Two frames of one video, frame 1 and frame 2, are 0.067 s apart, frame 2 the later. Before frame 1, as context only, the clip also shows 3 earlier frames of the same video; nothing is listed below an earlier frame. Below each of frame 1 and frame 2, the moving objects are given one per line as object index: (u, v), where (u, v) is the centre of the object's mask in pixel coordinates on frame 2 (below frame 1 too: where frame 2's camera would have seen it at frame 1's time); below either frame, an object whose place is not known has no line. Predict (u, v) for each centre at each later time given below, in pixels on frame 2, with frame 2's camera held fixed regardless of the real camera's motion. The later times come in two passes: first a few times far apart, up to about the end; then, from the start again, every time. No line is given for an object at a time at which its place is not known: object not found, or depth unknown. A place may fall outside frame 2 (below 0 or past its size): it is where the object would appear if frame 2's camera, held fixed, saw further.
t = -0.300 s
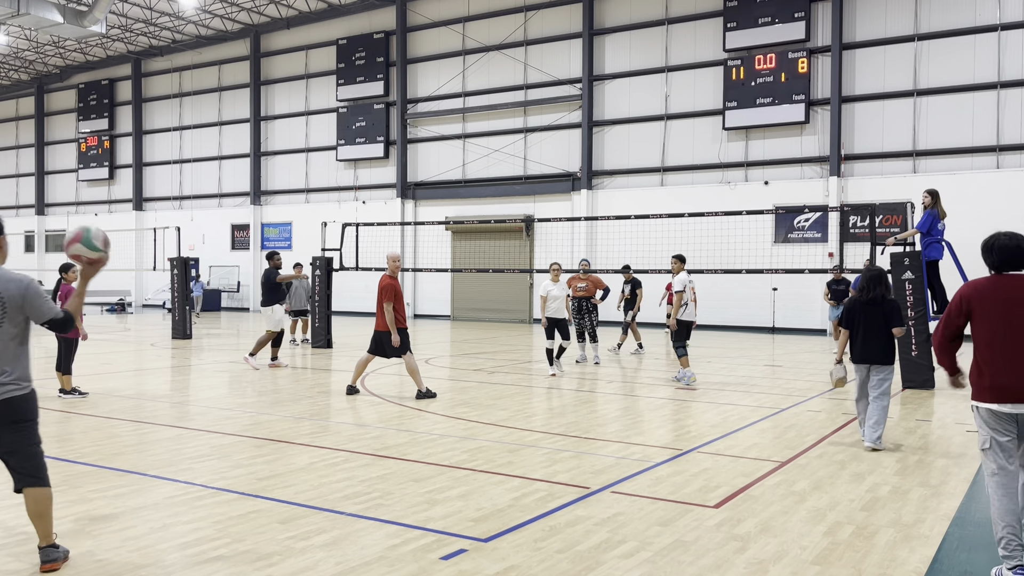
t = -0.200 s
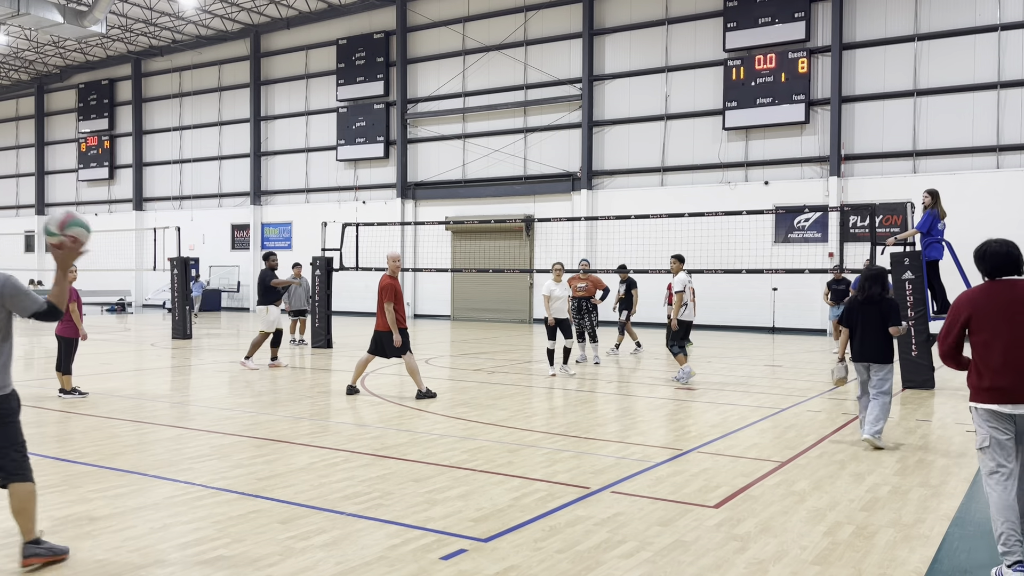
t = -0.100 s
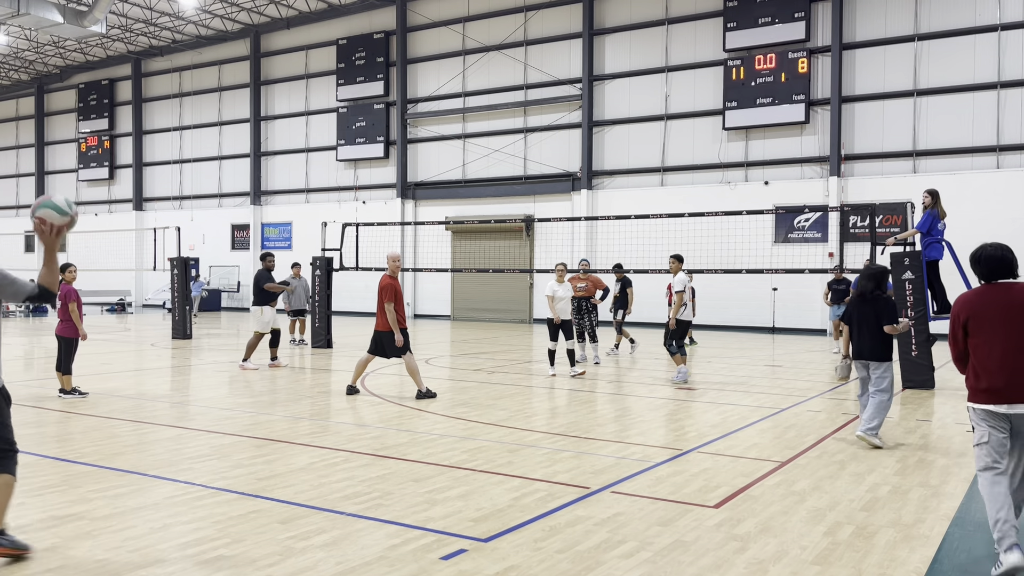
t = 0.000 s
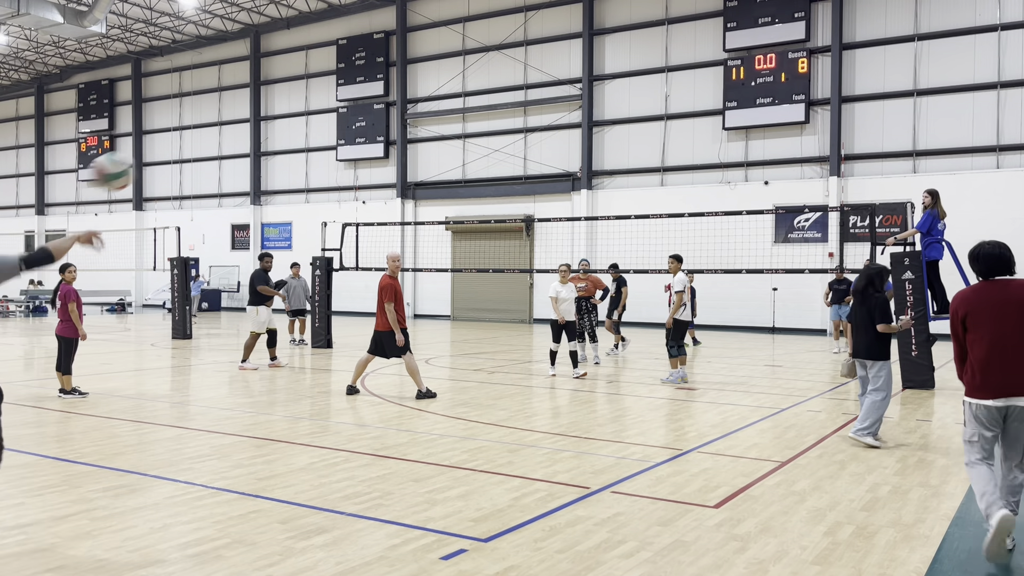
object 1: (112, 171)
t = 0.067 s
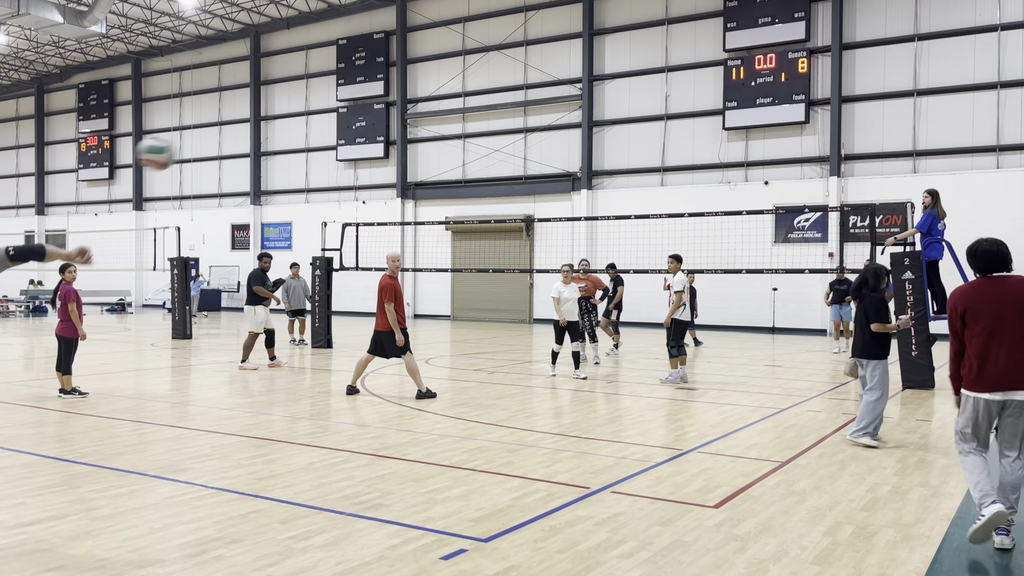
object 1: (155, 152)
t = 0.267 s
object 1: (255, 145)
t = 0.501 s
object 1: (330, 193)
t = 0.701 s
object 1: (375, 263)
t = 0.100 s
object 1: (177, 146)
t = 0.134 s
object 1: (195, 143)
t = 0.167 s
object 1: (212, 141)
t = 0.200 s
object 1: (227, 141)
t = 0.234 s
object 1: (243, 142)
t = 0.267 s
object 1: (255, 145)
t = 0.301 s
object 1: (267, 148)
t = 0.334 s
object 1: (279, 154)
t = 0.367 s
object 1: (291, 160)
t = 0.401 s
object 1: (302, 166)
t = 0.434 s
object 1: (312, 175)
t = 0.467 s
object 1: (322, 184)
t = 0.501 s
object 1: (330, 193)
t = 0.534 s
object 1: (339, 204)
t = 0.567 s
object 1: (347, 214)
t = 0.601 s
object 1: (355, 225)
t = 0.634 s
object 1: (363, 238)
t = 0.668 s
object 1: (370, 250)
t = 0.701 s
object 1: (375, 263)
